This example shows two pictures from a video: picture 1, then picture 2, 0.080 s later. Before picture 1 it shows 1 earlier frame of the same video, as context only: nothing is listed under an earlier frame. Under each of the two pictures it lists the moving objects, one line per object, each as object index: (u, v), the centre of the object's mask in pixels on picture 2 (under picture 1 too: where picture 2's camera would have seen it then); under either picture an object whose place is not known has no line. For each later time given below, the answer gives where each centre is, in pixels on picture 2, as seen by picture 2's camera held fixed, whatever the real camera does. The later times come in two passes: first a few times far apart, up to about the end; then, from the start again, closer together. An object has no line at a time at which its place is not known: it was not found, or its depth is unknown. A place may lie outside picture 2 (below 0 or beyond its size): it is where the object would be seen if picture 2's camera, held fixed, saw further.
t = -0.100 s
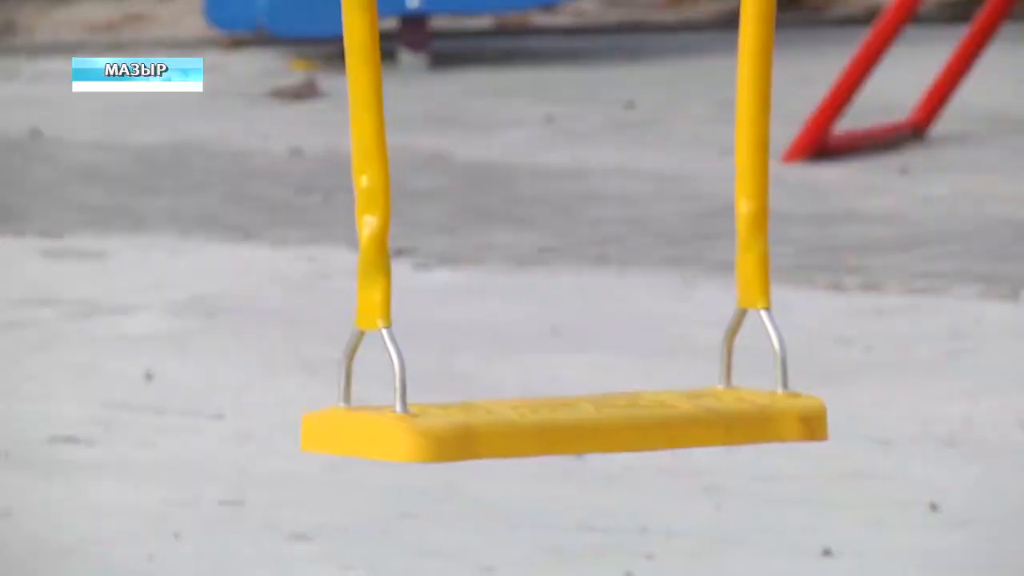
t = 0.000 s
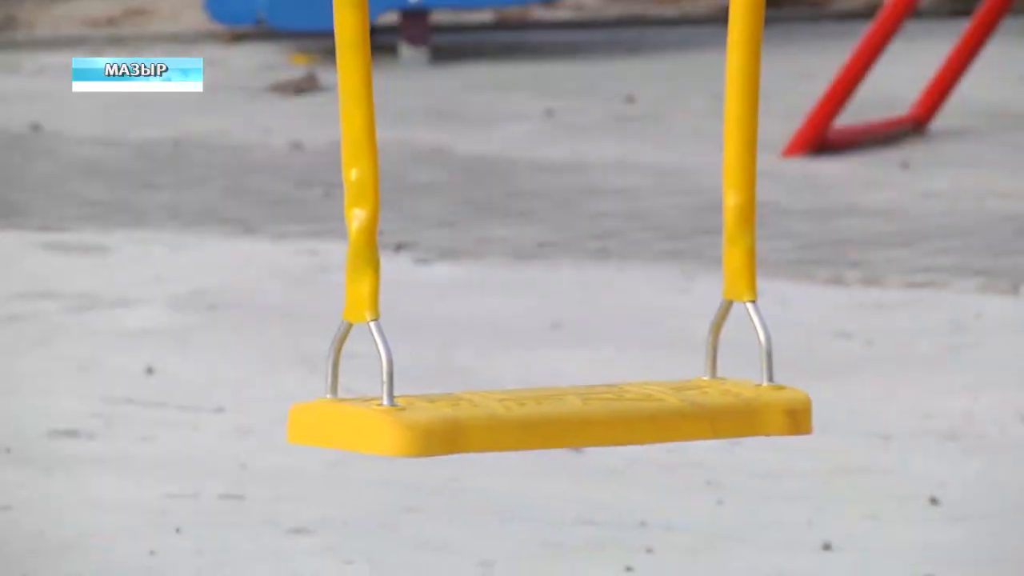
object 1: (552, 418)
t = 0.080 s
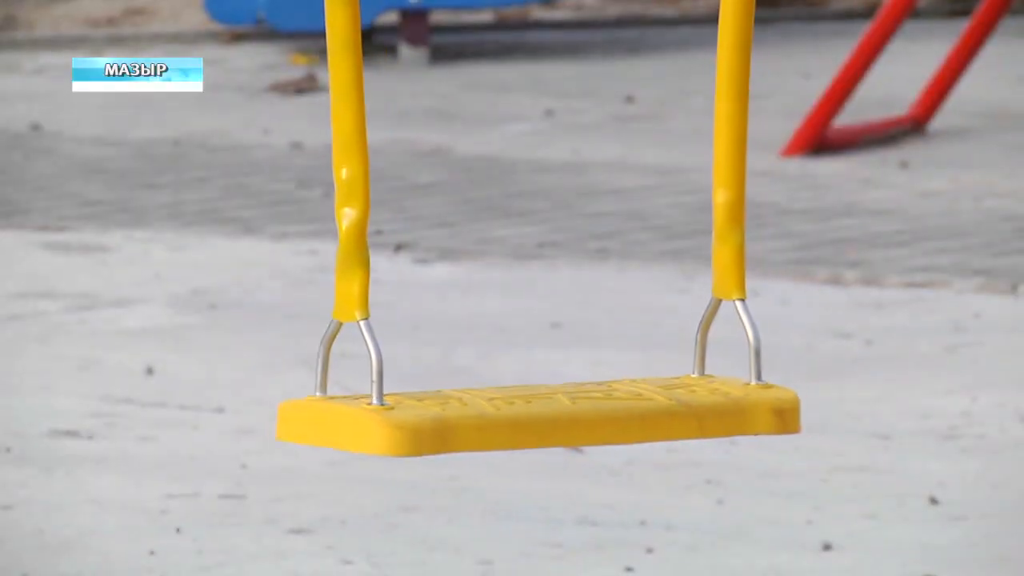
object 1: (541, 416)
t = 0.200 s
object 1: (527, 413)
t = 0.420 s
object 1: (514, 409)
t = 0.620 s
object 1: (514, 409)
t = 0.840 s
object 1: (530, 412)
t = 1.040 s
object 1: (555, 417)
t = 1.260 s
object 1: (587, 420)
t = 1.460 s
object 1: (608, 420)
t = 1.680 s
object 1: (616, 421)
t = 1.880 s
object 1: (608, 421)
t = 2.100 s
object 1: (585, 419)
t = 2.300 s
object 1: (556, 415)
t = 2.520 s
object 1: (529, 411)
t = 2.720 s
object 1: (514, 408)
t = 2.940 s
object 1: (514, 408)
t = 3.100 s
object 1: (526, 410)
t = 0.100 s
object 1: (539, 416)
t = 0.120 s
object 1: (536, 415)
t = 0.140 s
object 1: (534, 414)
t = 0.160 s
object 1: (530, 415)
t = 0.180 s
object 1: (530, 413)
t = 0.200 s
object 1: (527, 413)
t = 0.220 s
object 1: (525, 412)
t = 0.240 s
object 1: (523, 411)
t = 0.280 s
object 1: (516, 411)
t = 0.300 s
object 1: (517, 410)
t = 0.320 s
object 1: (517, 410)
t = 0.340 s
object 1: (515, 409)
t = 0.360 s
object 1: (515, 409)
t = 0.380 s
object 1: (515, 409)
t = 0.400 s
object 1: (515, 410)
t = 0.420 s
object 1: (514, 409)
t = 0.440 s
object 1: (513, 409)
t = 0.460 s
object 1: (511, 409)
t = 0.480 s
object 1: (511, 409)
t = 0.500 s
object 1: (511, 409)
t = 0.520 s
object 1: (511, 408)
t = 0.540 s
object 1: (512, 409)
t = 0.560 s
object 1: (512, 409)
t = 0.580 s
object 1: (512, 409)
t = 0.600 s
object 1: (513, 409)
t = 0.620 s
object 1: (514, 409)
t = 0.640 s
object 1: (515, 409)
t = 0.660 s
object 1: (516, 410)
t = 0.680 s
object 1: (516, 410)
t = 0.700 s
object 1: (517, 410)
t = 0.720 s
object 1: (519, 410)
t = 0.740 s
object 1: (520, 411)
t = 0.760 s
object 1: (522, 411)
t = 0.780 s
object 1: (524, 411)
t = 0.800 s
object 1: (526, 412)
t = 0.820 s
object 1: (528, 413)
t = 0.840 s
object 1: (530, 412)
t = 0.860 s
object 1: (532, 413)
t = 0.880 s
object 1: (535, 413)
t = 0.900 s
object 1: (537, 414)
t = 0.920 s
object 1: (539, 414)
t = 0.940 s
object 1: (542, 415)
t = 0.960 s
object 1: (545, 415)
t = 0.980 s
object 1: (547, 415)
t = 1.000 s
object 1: (550, 416)
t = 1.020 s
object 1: (552, 417)
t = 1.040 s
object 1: (555, 417)
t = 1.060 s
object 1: (559, 418)
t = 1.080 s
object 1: (561, 418)
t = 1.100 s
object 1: (564, 418)
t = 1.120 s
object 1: (567, 419)
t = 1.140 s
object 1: (570, 419)
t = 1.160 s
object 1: (573, 419)
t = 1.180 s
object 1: (576, 419)
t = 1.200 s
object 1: (579, 419)
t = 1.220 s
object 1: (581, 419)
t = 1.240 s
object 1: (584, 419)
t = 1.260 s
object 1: (587, 420)
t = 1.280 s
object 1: (589, 420)
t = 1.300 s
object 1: (592, 420)
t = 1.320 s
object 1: (594, 420)
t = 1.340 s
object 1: (596, 420)
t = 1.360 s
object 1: (598, 421)
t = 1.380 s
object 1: (601, 420)
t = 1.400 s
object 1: (603, 421)
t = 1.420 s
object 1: (605, 420)
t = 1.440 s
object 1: (606, 421)
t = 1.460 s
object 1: (608, 420)
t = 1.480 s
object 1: (610, 420)
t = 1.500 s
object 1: (611, 420)
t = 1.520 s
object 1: (612, 420)
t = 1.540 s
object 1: (614, 420)
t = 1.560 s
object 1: (614, 420)
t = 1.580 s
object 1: (615, 420)
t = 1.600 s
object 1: (616, 420)
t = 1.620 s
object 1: (616, 421)
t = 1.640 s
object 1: (616, 421)
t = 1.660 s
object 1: (617, 421)
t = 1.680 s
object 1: (616, 421)
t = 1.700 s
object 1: (616, 421)
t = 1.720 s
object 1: (616, 421)
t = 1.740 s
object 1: (616, 420)
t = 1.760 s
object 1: (615, 420)
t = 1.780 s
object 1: (614, 420)
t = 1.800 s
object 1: (614, 420)
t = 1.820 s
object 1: (612, 420)
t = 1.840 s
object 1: (611, 420)
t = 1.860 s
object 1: (610, 421)
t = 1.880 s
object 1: (608, 421)
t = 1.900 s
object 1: (606, 420)
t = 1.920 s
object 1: (604, 420)
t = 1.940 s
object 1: (602, 420)
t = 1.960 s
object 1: (601, 420)
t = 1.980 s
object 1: (598, 420)
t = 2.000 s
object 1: (596, 420)
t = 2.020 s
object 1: (594, 420)
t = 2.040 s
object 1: (592, 420)
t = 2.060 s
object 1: (589, 419)
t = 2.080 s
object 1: (586, 419)
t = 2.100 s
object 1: (585, 419)
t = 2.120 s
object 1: (581, 418)
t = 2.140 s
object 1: (578, 418)
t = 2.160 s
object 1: (575, 418)
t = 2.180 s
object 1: (573, 418)
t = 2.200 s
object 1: (570, 418)
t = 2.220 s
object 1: (567, 417)
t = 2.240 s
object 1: (564, 417)
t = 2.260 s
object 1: (562, 416)
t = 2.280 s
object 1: (559, 416)
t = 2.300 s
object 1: (556, 415)
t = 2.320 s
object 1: (553, 415)
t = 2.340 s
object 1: (550, 415)
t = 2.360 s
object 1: (548, 415)
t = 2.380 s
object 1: (545, 414)
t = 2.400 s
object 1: (542, 414)
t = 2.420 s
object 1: (540, 413)
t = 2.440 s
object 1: (538, 413)
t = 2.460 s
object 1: (535, 412)
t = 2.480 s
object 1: (533, 412)
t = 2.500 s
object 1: (531, 411)
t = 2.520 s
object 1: (529, 411)
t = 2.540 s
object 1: (527, 410)
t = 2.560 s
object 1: (525, 410)
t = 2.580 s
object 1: (523, 410)
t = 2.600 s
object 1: (521, 410)
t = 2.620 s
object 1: (520, 409)
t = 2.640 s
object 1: (518, 409)
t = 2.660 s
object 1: (517, 409)
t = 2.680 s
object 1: (516, 408)
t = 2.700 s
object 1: (515, 408)
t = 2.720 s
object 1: (514, 408)
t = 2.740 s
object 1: (514, 408)
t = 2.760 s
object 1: (513, 408)
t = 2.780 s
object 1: (513, 407)
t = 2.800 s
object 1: (512, 407)
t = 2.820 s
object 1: (512, 407)
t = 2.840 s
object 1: (512, 407)
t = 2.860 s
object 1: (512, 408)
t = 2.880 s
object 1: (513, 408)
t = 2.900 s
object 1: (513, 408)
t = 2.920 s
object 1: (514, 408)
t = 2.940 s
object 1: (514, 408)
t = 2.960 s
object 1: (515, 408)
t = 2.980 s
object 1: (517, 408)
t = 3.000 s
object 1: (517, 409)
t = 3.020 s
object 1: (519, 409)
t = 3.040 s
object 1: (520, 409)
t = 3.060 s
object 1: (522, 410)
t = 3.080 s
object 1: (524, 410)
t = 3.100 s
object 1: (526, 410)
